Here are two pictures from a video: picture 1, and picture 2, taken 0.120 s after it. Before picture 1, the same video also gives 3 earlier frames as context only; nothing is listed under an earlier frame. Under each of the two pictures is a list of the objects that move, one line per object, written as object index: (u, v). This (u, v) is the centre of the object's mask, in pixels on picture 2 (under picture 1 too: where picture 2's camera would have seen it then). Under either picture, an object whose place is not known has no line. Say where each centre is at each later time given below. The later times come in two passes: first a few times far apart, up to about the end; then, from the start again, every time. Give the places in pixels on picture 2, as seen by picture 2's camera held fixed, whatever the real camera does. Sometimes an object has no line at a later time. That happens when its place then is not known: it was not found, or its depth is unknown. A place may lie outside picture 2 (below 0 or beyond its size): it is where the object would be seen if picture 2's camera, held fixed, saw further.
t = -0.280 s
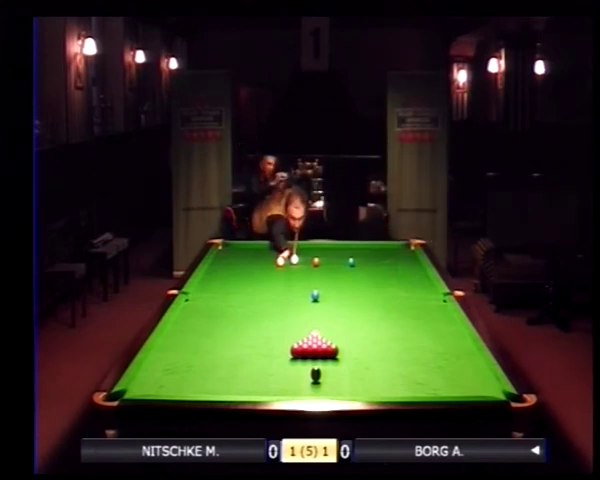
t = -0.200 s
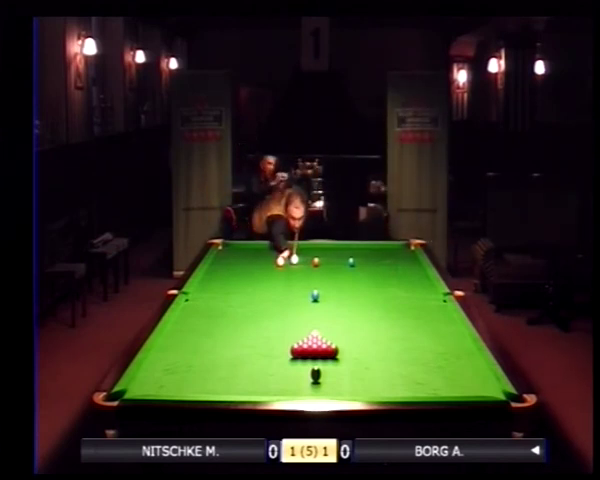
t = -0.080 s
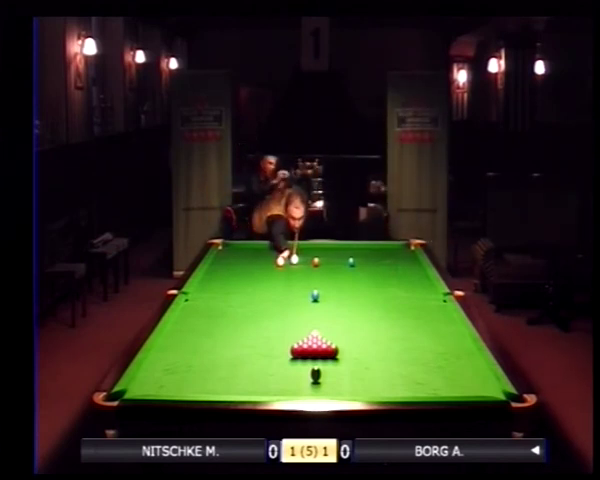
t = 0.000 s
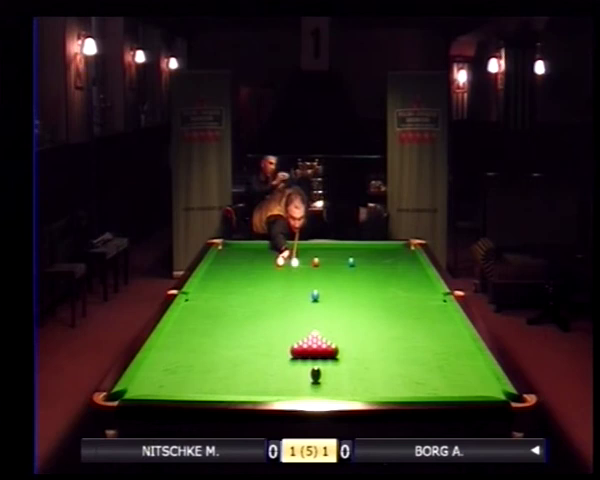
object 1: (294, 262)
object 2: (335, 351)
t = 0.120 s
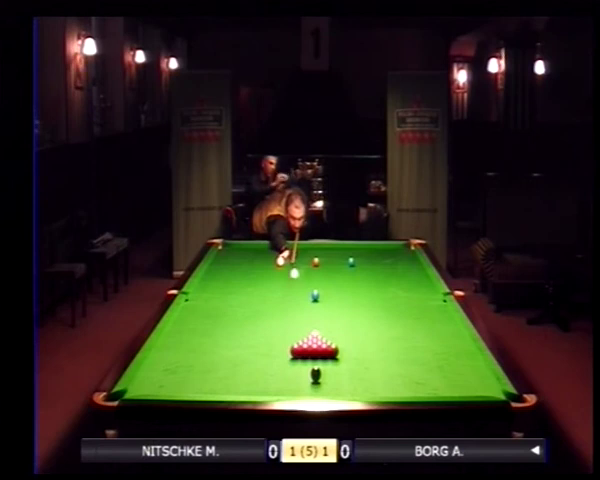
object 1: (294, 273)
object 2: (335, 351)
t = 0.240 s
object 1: (294, 285)
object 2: (335, 351)
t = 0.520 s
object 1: (292, 313)
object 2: (335, 351)
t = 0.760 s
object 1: (290, 342)
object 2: (335, 351)
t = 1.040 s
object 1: (241, 364)
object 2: (361, 351)
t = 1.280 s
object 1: (194, 385)
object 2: (385, 352)
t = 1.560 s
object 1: (143, 383)
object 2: (411, 351)
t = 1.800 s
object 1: (173, 369)
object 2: (433, 352)
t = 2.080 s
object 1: (211, 355)
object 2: (456, 351)
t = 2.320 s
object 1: (239, 344)
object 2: (469, 352)
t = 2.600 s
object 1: (269, 333)
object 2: (455, 352)
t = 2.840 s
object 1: (292, 325)
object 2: (444, 352)
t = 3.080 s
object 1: (313, 317)
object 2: (433, 352)
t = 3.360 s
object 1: (335, 309)
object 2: (421, 353)
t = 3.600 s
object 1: (352, 302)
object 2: (413, 353)
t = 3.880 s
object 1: (369, 295)
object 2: (404, 352)
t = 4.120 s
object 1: (383, 290)
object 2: (397, 353)
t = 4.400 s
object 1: (398, 285)
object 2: (389, 352)
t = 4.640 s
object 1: (410, 280)
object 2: (384, 353)
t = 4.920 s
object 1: (422, 275)
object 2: (379, 353)
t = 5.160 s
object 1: (420, 272)
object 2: (375, 353)
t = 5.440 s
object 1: (411, 269)
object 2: (373, 353)
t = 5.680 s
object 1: (405, 267)
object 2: (371, 353)
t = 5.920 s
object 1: (399, 265)
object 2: (370, 353)
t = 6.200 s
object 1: (392, 262)
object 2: (370, 353)
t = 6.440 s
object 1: (387, 261)
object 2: (370, 353)
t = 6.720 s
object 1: (382, 259)
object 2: (370, 353)
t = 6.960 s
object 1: (378, 257)
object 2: (370, 353)
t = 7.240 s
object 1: (373, 256)
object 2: (370, 353)
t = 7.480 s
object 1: (370, 255)
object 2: (370, 353)
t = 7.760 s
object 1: (366, 254)
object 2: (370, 353)
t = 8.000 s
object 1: (364, 253)
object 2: (370, 353)
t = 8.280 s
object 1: (361, 252)
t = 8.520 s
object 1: (359, 252)
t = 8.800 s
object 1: (357, 251)
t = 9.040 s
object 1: (356, 251)
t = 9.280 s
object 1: (356, 251)
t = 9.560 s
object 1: (355, 251)
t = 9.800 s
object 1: (355, 251)
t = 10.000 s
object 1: (355, 251)
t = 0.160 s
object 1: (294, 277)
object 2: (335, 351)
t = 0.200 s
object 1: (294, 281)
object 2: (335, 351)
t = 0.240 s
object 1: (294, 285)
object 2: (335, 351)
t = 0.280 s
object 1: (293, 289)
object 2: (335, 351)
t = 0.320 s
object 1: (293, 293)
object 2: (335, 351)
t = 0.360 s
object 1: (293, 297)
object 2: (335, 351)
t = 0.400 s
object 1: (293, 301)
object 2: (335, 351)
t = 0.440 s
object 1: (293, 305)
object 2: (335, 351)
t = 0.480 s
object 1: (293, 309)
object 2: (335, 351)
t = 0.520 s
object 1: (292, 313)
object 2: (335, 351)
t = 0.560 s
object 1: (292, 318)
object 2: (335, 351)
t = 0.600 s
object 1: (291, 322)
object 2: (335, 351)
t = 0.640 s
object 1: (291, 327)
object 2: (335, 351)
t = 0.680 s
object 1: (291, 332)
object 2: (335, 351)
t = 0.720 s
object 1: (290, 337)
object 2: (335, 352)
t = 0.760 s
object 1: (290, 342)
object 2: (335, 351)
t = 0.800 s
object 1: (287, 347)
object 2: (337, 352)
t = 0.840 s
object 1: (279, 349)
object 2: (340, 351)
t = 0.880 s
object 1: (271, 353)
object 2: (345, 351)
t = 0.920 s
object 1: (263, 355)
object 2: (349, 351)
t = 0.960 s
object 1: (255, 358)
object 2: (353, 351)
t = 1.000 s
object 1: (248, 361)
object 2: (357, 352)
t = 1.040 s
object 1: (241, 364)
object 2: (361, 351)
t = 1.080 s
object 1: (233, 368)
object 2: (365, 351)
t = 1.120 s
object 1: (225, 371)
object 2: (369, 351)
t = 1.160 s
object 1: (218, 375)
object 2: (373, 351)
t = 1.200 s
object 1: (210, 378)
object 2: (377, 352)
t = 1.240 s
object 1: (202, 381)
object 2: (381, 351)
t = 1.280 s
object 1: (194, 385)
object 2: (385, 352)
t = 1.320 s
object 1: (185, 388)
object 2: (389, 351)
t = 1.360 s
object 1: (177, 390)
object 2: (393, 351)
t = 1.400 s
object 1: (168, 390)
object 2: (397, 352)
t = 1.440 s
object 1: (162, 388)
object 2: (400, 351)
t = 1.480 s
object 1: (156, 386)
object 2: (404, 351)
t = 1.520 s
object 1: (149, 384)
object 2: (407, 351)
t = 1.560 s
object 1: (143, 383)
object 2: (411, 351)
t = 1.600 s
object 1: (140, 380)
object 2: (414, 352)
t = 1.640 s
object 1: (148, 378)
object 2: (418, 351)
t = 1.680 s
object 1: (155, 376)
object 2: (422, 352)
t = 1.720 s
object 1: (161, 373)
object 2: (426, 352)
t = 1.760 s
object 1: (167, 371)
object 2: (429, 352)
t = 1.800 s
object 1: (173, 369)
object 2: (433, 352)
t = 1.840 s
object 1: (179, 367)
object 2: (436, 351)
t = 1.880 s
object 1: (184, 364)
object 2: (440, 352)
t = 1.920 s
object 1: (190, 363)
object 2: (443, 352)
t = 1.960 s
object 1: (195, 361)
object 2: (446, 351)
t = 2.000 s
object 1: (200, 359)
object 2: (450, 351)
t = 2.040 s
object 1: (205, 356)
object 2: (453, 351)
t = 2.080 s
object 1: (211, 355)
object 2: (456, 351)
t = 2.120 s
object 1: (216, 353)
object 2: (460, 351)
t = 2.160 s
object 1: (221, 351)
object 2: (463, 352)
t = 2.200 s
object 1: (225, 349)
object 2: (466, 351)
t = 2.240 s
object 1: (230, 347)
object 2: (469, 352)
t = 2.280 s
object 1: (235, 345)
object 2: (471, 351)
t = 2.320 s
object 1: (239, 344)
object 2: (469, 352)
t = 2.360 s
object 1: (244, 342)
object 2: (467, 351)
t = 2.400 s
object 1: (248, 340)
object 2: (465, 352)
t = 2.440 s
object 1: (252, 339)
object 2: (463, 351)
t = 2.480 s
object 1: (257, 337)
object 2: (461, 352)
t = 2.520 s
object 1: (261, 336)
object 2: (459, 352)
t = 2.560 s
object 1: (265, 334)
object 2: (457, 352)
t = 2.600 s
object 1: (269, 333)
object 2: (455, 352)
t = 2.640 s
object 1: (273, 331)
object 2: (453, 352)
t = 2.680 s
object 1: (277, 329)
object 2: (451, 352)
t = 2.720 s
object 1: (281, 328)
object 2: (449, 352)
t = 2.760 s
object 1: (285, 327)
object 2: (447, 352)
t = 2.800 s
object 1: (288, 326)
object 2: (445, 352)
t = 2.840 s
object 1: (292, 325)
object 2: (444, 352)
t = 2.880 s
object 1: (296, 323)
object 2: (442, 352)
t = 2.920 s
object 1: (299, 322)
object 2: (440, 352)
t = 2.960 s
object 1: (302, 321)
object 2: (438, 352)
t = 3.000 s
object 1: (306, 319)
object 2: (436, 352)
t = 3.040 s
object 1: (310, 319)
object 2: (434, 352)
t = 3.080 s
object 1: (313, 317)
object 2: (433, 352)
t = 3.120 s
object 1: (316, 316)
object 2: (431, 352)
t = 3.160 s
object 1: (319, 315)
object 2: (429, 352)
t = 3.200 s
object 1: (323, 314)
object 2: (428, 352)
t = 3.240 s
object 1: (326, 312)
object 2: (426, 352)
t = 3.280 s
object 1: (329, 311)
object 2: (424, 352)
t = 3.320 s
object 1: (332, 310)
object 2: (423, 352)
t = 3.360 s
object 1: (335, 309)
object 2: (421, 353)
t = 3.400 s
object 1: (337, 308)
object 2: (420, 352)
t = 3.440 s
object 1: (341, 307)
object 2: (418, 353)
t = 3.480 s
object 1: (343, 306)
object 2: (417, 352)
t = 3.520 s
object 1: (346, 304)
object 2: (415, 353)
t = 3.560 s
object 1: (349, 304)
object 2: (414, 353)
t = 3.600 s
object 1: (352, 302)
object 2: (413, 353)
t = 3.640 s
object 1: (354, 301)
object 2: (411, 352)
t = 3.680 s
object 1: (357, 301)
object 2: (410, 353)
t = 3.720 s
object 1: (359, 299)
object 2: (409, 353)
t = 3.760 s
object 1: (362, 298)
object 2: (407, 352)
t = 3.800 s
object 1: (365, 297)
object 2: (406, 352)
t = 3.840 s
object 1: (367, 297)
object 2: (405, 353)
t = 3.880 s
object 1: (369, 295)
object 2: (404, 352)
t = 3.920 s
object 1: (372, 294)
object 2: (402, 352)
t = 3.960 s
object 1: (374, 294)
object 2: (401, 352)
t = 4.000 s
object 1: (376, 293)
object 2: (400, 353)
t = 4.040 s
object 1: (379, 292)
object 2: (399, 353)
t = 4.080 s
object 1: (381, 291)
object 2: (398, 353)
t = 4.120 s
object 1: (383, 290)
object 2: (397, 353)
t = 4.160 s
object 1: (386, 290)
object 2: (396, 353)
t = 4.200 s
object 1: (388, 289)
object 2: (395, 353)
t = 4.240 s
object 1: (390, 288)
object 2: (393, 352)
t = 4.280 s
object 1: (392, 287)
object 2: (392, 352)
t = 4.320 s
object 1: (394, 286)
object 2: (391, 352)
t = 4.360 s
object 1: (396, 285)
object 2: (390, 353)
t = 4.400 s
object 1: (398, 285)
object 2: (389, 352)
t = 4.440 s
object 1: (400, 284)
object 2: (388, 353)
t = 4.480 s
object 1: (402, 283)
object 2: (388, 353)
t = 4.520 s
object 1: (404, 282)
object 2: (387, 353)
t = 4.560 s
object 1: (406, 281)
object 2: (386, 353)
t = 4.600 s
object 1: (408, 281)
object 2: (385, 353)
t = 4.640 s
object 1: (410, 280)
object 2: (384, 353)
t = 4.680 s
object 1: (412, 279)
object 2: (383, 353)
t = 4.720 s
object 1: (413, 279)
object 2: (382, 353)
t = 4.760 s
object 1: (415, 278)
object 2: (382, 353)
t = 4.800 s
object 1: (417, 277)
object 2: (381, 353)
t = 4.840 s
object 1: (418, 276)
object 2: (380, 352)
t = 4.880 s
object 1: (420, 276)
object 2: (380, 353)
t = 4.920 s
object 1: (422, 275)
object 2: (379, 353)
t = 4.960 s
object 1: (423, 275)
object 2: (378, 353)
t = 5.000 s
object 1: (425, 274)
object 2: (378, 353)
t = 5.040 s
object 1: (425, 274)
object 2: (377, 352)
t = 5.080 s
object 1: (423, 273)
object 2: (377, 353)
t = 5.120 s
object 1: (421, 273)
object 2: (376, 353)
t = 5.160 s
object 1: (420, 272)
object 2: (375, 353)
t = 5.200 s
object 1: (419, 272)
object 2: (375, 353)
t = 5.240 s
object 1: (417, 271)
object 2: (375, 353)
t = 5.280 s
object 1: (416, 271)
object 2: (374, 353)
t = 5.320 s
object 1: (415, 270)
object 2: (374, 353)
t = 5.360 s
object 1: (414, 270)
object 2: (373, 353)
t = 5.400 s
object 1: (413, 269)
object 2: (373, 353)
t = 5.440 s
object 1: (411, 269)
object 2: (373, 353)
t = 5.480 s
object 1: (410, 269)
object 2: (372, 353)
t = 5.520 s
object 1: (409, 268)
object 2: (372, 353)
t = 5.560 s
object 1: (408, 268)
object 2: (372, 353)
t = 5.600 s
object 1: (407, 268)
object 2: (371, 353)
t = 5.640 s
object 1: (406, 267)
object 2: (371, 353)
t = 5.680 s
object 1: (405, 267)
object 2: (371, 353)
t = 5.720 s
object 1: (404, 266)
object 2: (371, 353)
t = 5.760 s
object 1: (403, 266)
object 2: (371, 353)
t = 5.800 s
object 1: (402, 266)
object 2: (370, 353)
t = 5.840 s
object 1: (401, 265)
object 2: (370, 353)
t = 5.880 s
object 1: (400, 265)
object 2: (370, 353)
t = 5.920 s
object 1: (399, 265)
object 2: (370, 353)
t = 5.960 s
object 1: (398, 264)
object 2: (370, 353)
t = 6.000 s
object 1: (397, 264)
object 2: (370, 353)
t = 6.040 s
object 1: (396, 264)
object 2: (370, 353)
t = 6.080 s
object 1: (395, 263)
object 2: (370, 353)
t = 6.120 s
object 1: (394, 263)
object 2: (370, 353)
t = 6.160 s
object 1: (393, 263)
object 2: (370, 353)
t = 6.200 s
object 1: (392, 262)
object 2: (370, 353)
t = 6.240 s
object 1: (391, 262)
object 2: (370, 353)
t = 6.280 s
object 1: (390, 262)
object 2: (370, 353)
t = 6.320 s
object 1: (390, 262)
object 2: (370, 353)
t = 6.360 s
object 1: (389, 261)
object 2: (370, 353)
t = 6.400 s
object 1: (388, 261)
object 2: (370, 353)
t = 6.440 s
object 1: (387, 261)
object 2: (370, 353)
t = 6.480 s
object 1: (386, 260)
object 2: (370, 353)
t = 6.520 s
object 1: (386, 260)
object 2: (370, 353)
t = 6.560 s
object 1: (385, 260)
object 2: (370, 353)
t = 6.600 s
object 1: (384, 259)
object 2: (370, 353)
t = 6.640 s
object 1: (383, 259)
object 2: (370, 353)
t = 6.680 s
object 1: (382, 259)
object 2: (370, 353)
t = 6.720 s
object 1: (382, 259)
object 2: (370, 353)
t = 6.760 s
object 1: (381, 259)
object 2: (370, 353)
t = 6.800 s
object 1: (380, 259)
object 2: (370, 353)
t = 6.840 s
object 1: (380, 258)
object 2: (370, 353)
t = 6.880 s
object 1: (379, 258)
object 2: (370, 353)
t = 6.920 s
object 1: (378, 258)
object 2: (370, 353)
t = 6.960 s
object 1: (378, 257)
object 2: (370, 353)
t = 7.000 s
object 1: (377, 257)
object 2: (370, 353)
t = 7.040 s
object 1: (376, 257)
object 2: (370, 353)
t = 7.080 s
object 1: (375, 257)
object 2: (370, 353)
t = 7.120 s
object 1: (375, 257)
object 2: (370, 353)
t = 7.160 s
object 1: (374, 256)
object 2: (370, 353)
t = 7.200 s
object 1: (374, 256)
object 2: (370, 353)
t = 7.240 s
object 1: (373, 256)
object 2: (370, 353)
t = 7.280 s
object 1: (373, 256)
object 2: (370, 353)
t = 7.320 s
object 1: (372, 256)
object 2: (370, 353)
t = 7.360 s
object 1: (372, 256)
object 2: (370, 353)
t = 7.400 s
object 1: (371, 255)
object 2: (370, 353)
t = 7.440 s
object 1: (370, 255)
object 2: (370, 353)
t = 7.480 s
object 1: (370, 255)
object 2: (370, 353)
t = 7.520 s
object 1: (369, 255)
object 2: (370, 353)
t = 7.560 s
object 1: (369, 254)
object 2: (370, 353)
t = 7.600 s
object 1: (368, 254)
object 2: (370, 353)
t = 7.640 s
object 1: (368, 254)
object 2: (370, 353)
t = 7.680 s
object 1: (367, 254)
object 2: (370, 353)
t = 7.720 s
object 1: (367, 254)
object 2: (370, 353)
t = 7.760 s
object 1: (366, 254)
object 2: (370, 353)
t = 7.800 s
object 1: (366, 254)
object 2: (370, 353)
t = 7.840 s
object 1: (365, 254)
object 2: (370, 353)
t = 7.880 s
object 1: (365, 254)
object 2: (370, 353)
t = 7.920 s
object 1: (365, 254)
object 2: (370, 353)
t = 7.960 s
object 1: (364, 253)
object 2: (370, 353)
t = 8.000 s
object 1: (364, 253)
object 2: (370, 353)
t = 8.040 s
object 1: (363, 253)
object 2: (370, 353)
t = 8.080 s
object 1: (363, 253)
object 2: (370, 353)
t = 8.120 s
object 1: (362, 253)
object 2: (370, 353)
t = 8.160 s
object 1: (362, 253)
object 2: (370, 353)
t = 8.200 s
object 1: (362, 253)
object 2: (370, 353)
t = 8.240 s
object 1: (361, 252)
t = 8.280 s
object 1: (361, 252)
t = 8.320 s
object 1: (361, 252)
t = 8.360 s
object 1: (361, 252)
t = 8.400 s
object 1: (360, 252)
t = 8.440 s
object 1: (360, 252)
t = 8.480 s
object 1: (360, 252)
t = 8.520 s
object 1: (359, 252)
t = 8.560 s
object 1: (359, 251)
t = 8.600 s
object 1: (359, 252)
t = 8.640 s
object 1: (358, 252)
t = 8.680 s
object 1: (358, 252)
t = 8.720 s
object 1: (358, 251)
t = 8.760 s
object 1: (358, 252)
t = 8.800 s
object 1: (357, 251)
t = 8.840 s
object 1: (357, 251)
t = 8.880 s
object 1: (357, 251)
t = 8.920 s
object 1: (357, 251)
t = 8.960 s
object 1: (357, 251)
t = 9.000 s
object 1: (356, 251)
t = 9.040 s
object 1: (356, 251)
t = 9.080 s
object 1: (356, 251)
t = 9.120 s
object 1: (356, 251)
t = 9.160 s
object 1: (356, 251)
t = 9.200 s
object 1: (356, 251)
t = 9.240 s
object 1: (356, 251)
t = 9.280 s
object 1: (356, 251)
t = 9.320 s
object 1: (356, 251)
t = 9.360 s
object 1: (355, 251)
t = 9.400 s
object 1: (355, 251)
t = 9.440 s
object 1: (355, 251)
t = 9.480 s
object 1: (355, 251)
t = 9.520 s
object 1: (355, 251)
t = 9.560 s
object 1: (355, 251)
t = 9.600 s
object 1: (355, 251)
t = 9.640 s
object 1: (355, 251)
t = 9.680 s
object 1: (355, 251)
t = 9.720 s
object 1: (355, 251)
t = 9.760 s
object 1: (355, 251)
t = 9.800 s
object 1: (355, 251)
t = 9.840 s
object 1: (355, 251)
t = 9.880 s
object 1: (355, 251)
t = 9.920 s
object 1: (355, 251)
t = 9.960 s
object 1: (355, 251)
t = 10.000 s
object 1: (355, 251)
